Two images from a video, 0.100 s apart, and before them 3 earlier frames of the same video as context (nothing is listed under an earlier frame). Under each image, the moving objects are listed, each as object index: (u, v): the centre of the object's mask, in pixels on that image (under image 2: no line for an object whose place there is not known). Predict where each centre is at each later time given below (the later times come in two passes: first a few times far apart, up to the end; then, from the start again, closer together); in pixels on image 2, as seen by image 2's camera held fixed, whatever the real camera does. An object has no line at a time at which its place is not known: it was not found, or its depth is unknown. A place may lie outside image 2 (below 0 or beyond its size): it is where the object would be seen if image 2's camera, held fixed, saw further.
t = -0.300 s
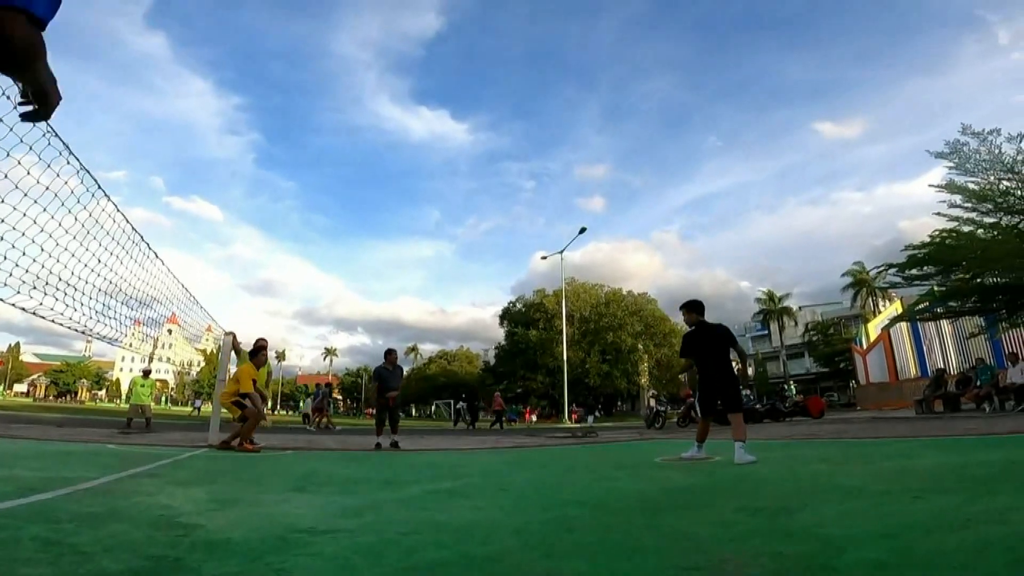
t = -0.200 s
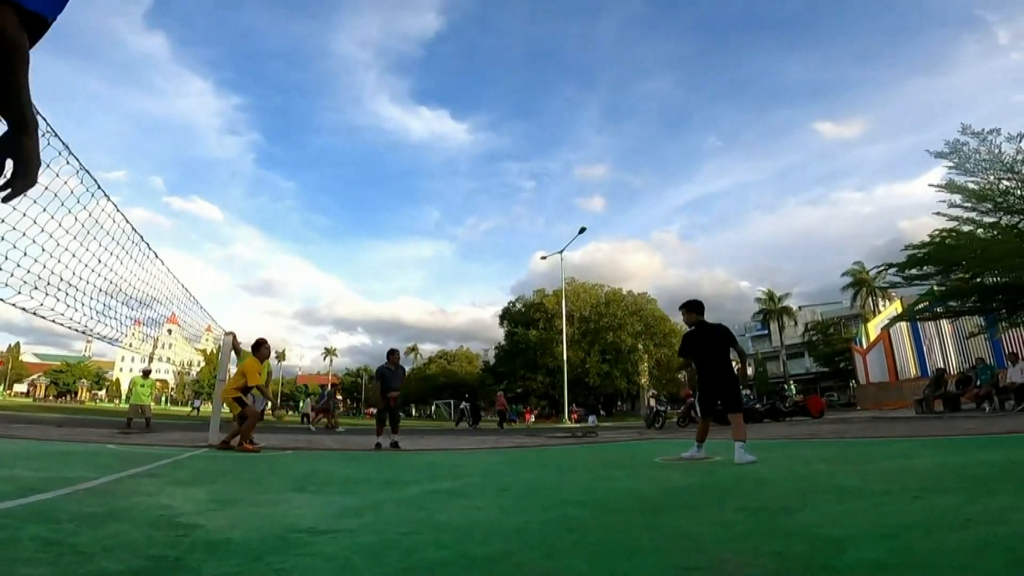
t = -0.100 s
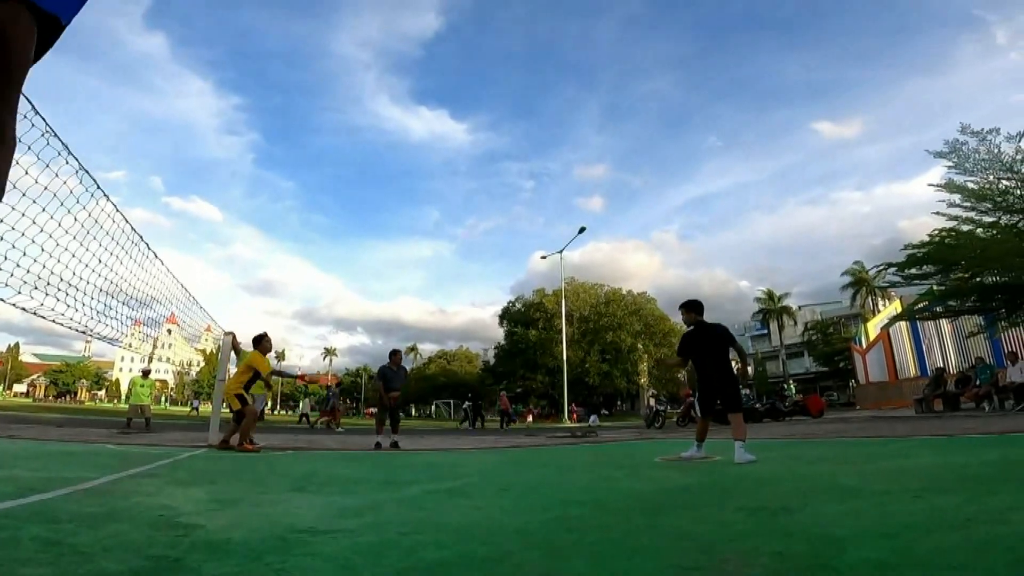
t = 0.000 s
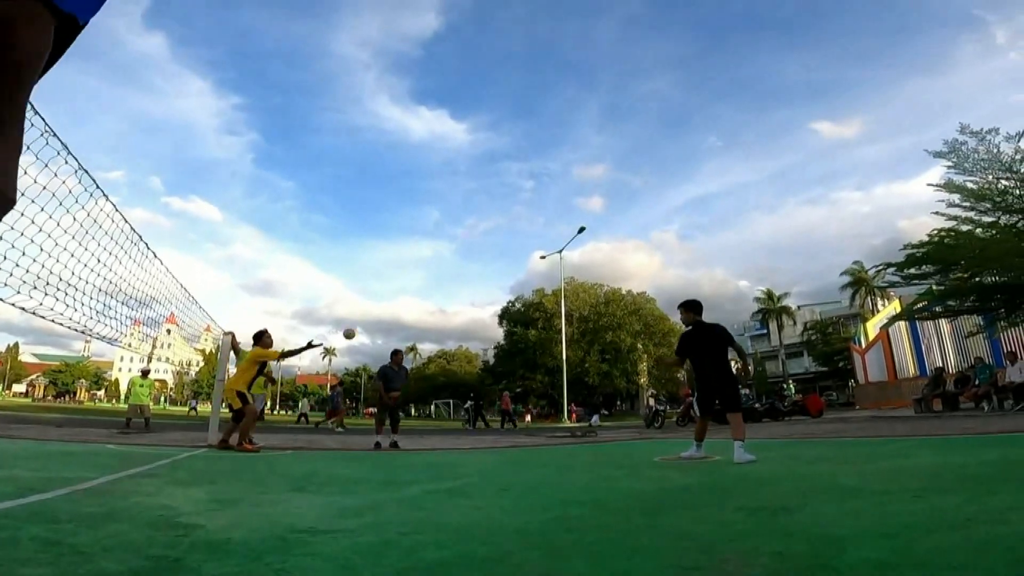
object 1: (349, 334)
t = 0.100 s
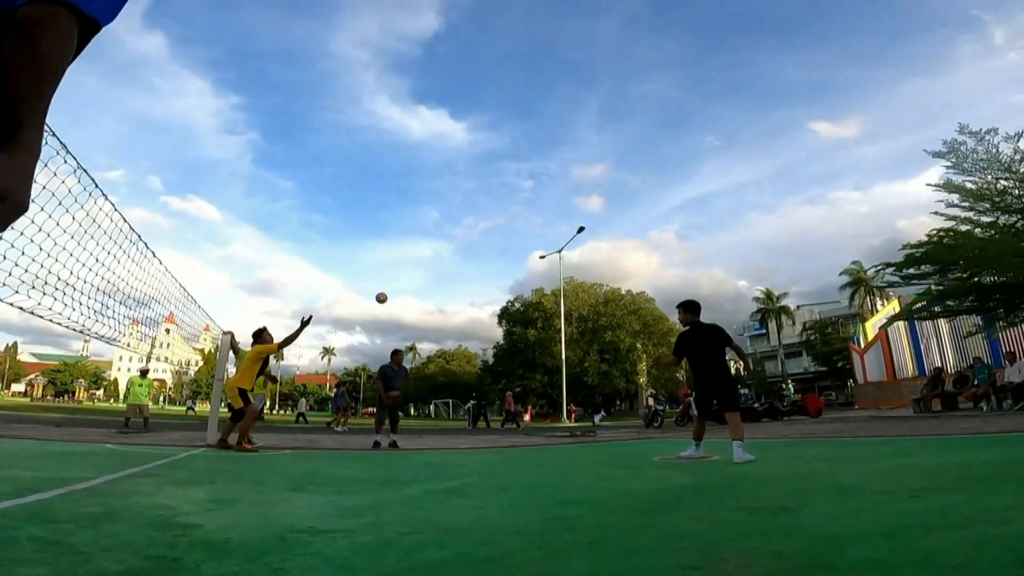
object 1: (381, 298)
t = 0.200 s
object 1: (413, 271)
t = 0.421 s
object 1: (477, 242)
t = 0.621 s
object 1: (533, 249)
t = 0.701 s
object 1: (556, 260)
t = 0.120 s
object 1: (388, 292)
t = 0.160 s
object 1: (400, 281)
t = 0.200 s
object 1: (413, 271)
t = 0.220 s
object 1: (419, 266)
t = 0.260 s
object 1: (431, 259)
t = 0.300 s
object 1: (442, 253)
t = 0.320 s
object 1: (449, 250)
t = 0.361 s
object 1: (460, 246)
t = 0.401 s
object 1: (472, 243)
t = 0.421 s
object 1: (477, 242)
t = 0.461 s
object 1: (489, 241)
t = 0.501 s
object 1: (500, 241)
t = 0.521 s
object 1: (505, 241)
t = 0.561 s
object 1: (517, 243)
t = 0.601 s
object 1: (528, 246)
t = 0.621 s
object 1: (533, 249)
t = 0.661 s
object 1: (545, 254)
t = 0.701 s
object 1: (556, 260)
